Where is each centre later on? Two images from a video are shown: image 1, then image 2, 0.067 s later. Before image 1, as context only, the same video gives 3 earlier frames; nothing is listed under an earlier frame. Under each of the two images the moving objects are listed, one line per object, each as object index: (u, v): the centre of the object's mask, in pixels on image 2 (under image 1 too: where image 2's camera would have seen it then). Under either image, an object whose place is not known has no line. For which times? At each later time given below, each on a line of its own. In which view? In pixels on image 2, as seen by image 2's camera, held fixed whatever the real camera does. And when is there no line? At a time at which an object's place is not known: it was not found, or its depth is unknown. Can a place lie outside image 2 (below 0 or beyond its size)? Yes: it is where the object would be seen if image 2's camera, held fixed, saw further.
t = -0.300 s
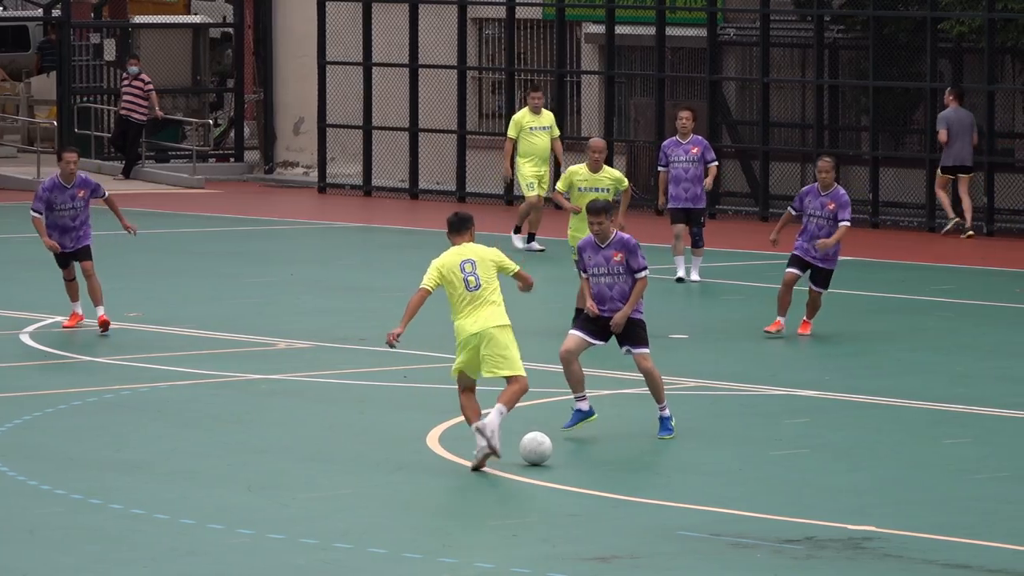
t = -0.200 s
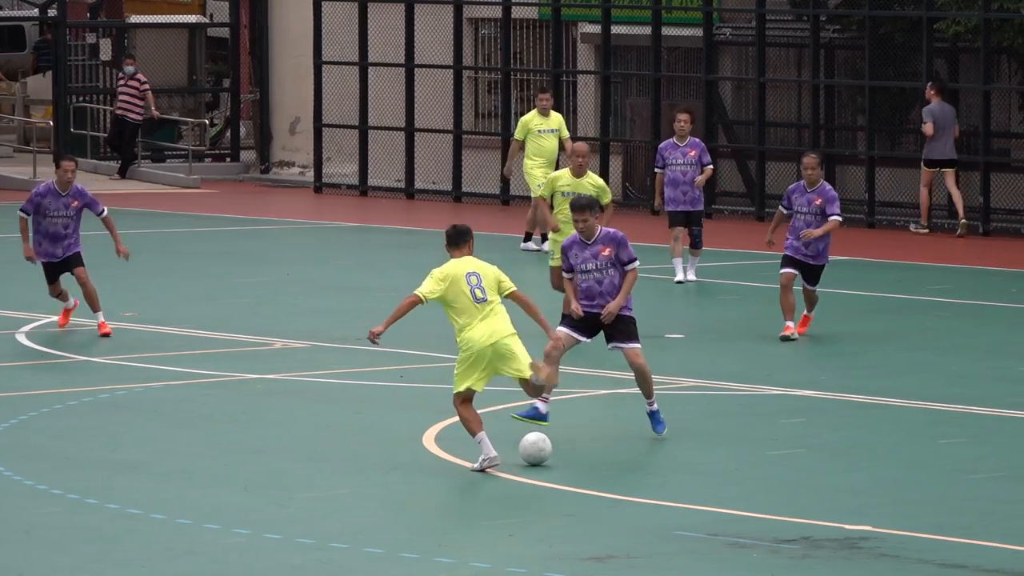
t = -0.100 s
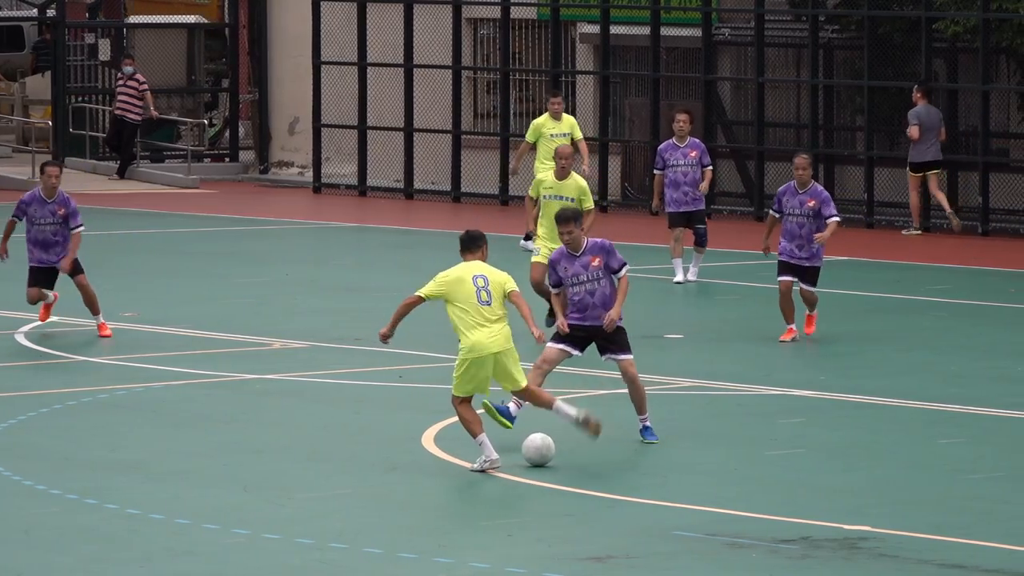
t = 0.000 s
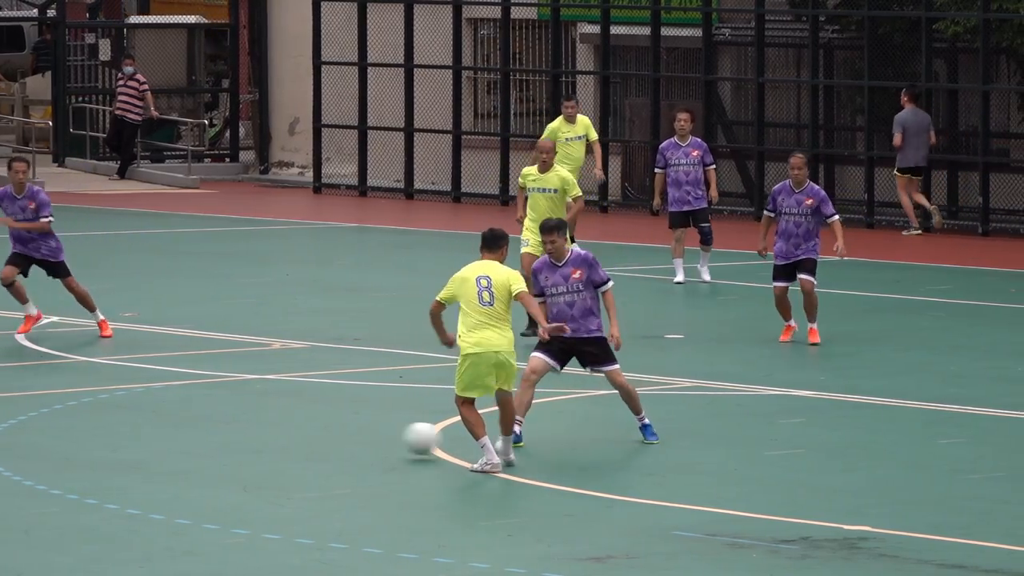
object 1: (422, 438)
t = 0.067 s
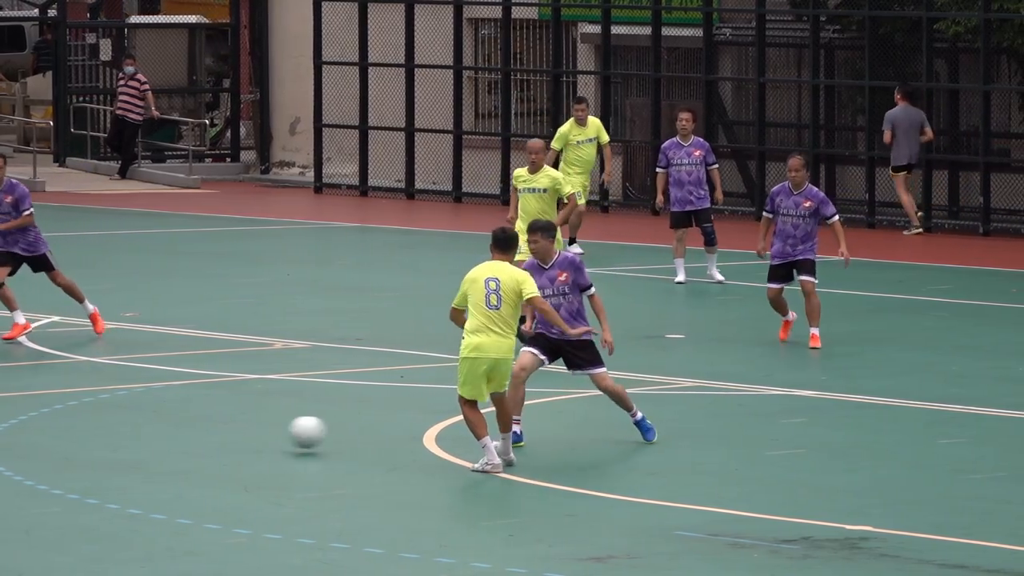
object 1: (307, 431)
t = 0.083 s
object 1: (278, 431)
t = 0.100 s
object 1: (250, 431)
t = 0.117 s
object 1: (221, 432)
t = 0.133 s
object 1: (194, 430)
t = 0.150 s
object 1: (168, 427)
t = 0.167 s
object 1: (143, 424)
